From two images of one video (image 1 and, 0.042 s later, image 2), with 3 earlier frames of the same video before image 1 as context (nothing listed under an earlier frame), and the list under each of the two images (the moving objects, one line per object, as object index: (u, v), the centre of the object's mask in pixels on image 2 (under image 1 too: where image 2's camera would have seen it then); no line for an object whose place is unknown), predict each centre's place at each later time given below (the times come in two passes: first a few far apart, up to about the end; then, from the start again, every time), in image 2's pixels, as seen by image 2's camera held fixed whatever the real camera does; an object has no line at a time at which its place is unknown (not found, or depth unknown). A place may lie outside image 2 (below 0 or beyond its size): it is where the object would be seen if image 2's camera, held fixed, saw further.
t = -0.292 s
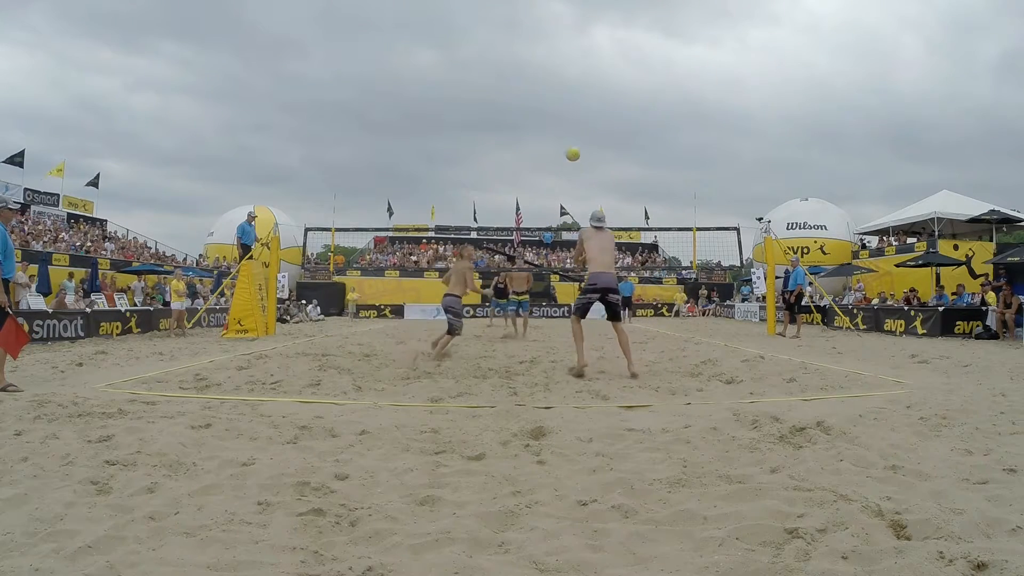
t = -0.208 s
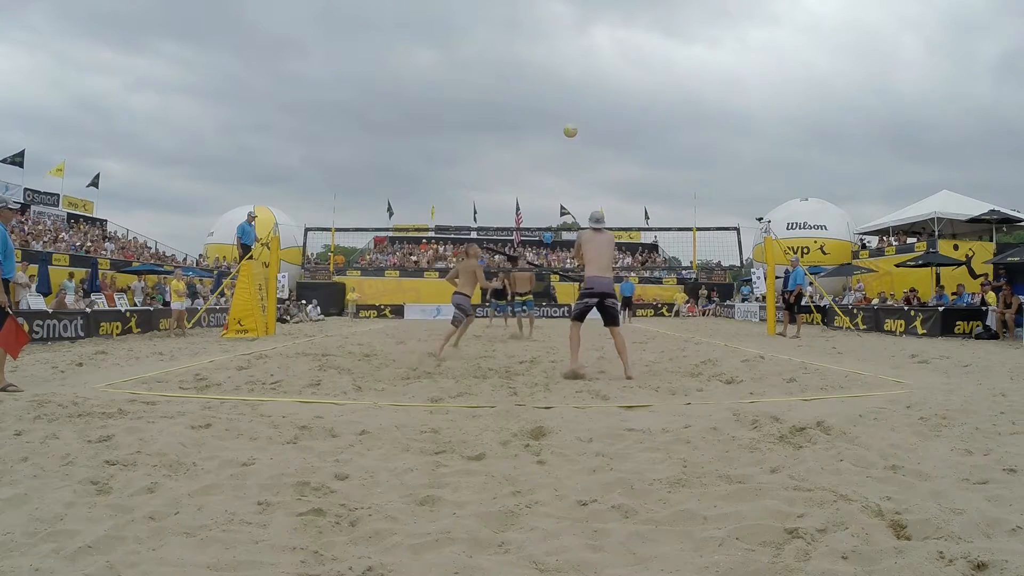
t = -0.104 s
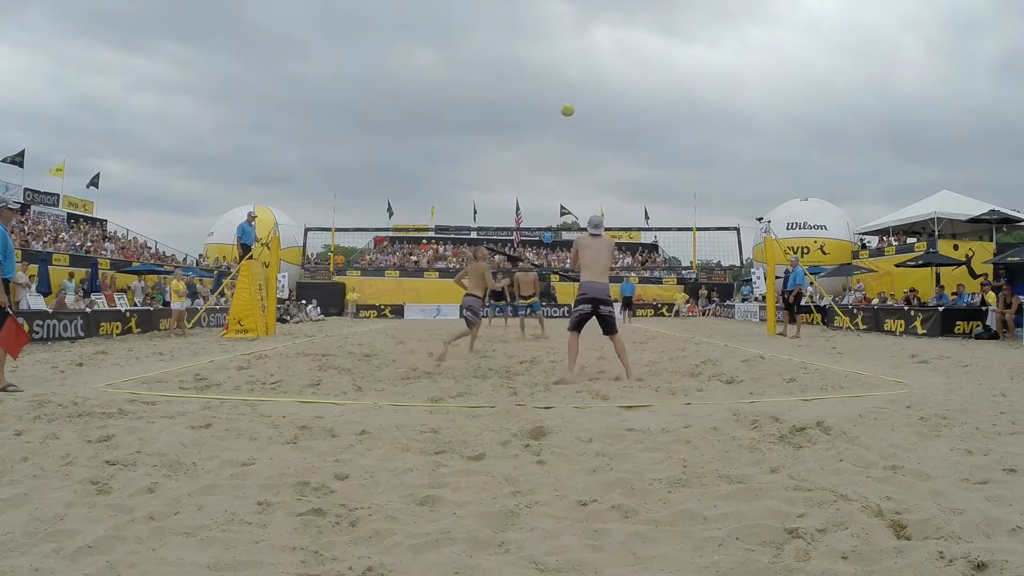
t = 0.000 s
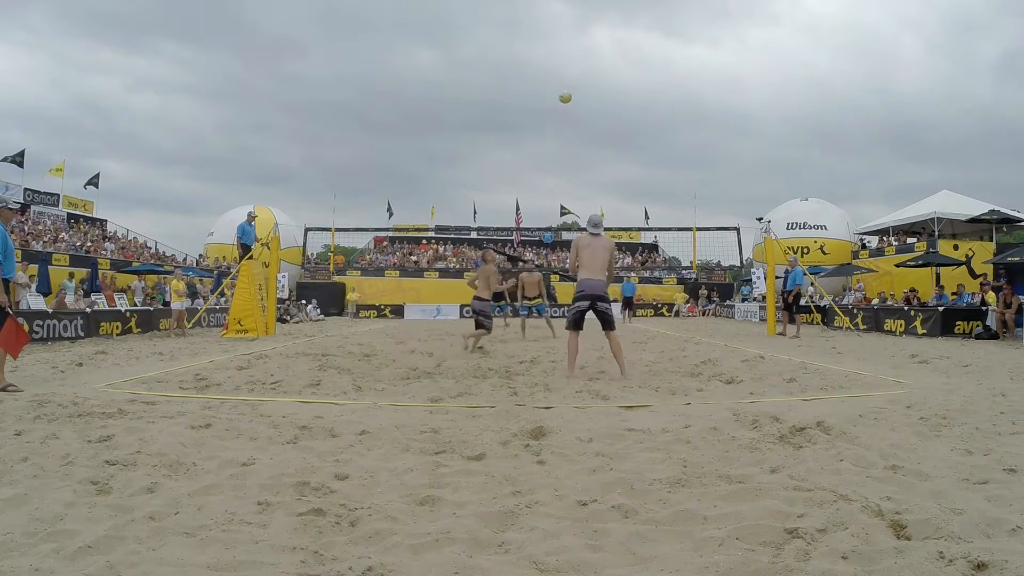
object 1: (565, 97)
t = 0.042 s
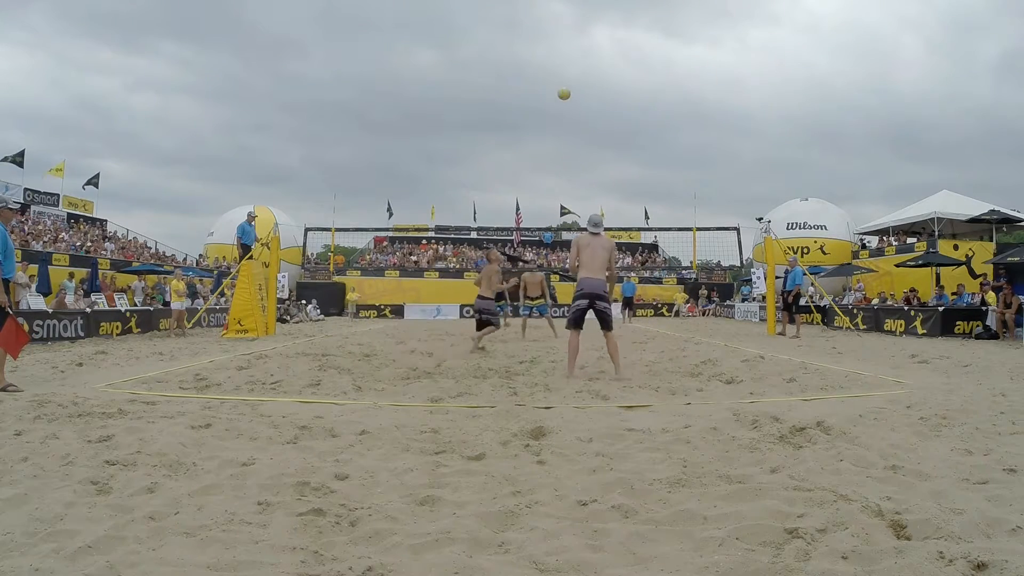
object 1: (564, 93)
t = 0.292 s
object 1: (558, 94)
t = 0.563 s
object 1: (553, 130)
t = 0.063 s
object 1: (563, 92)
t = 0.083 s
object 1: (563, 92)
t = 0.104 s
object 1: (563, 91)
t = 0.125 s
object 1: (562, 90)
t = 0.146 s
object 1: (561, 90)
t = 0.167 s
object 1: (561, 90)
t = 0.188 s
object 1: (560, 90)
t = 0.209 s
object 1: (560, 90)
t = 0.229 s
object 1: (560, 91)
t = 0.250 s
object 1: (559, 92)
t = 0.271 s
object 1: (559, 93)
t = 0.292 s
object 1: (558, 94)
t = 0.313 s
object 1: (558, 96)
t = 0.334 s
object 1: (557, 98)
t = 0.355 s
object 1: (557, 100)
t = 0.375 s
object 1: (556, 102)
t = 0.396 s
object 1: (556, 106)
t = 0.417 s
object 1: (556, 107)
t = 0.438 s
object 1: (555, 110)
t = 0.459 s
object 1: (555, 113)
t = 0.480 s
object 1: (554, 116)
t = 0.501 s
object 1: (554, 119)
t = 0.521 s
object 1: (553, 123)
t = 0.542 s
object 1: (553, 126)
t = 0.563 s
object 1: (553, 130)
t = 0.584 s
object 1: (552, 134)
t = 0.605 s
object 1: (551, 139)
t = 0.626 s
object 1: (551, 143)
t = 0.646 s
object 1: (551, 147)
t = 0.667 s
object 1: (551, 153)
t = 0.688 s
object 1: (550, 158)
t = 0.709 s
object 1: (550, 163)
